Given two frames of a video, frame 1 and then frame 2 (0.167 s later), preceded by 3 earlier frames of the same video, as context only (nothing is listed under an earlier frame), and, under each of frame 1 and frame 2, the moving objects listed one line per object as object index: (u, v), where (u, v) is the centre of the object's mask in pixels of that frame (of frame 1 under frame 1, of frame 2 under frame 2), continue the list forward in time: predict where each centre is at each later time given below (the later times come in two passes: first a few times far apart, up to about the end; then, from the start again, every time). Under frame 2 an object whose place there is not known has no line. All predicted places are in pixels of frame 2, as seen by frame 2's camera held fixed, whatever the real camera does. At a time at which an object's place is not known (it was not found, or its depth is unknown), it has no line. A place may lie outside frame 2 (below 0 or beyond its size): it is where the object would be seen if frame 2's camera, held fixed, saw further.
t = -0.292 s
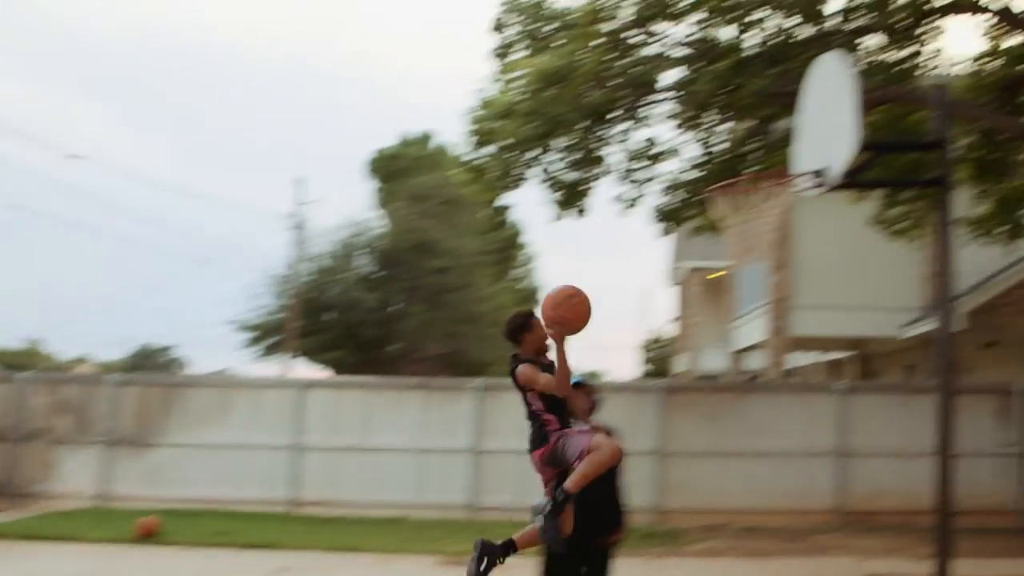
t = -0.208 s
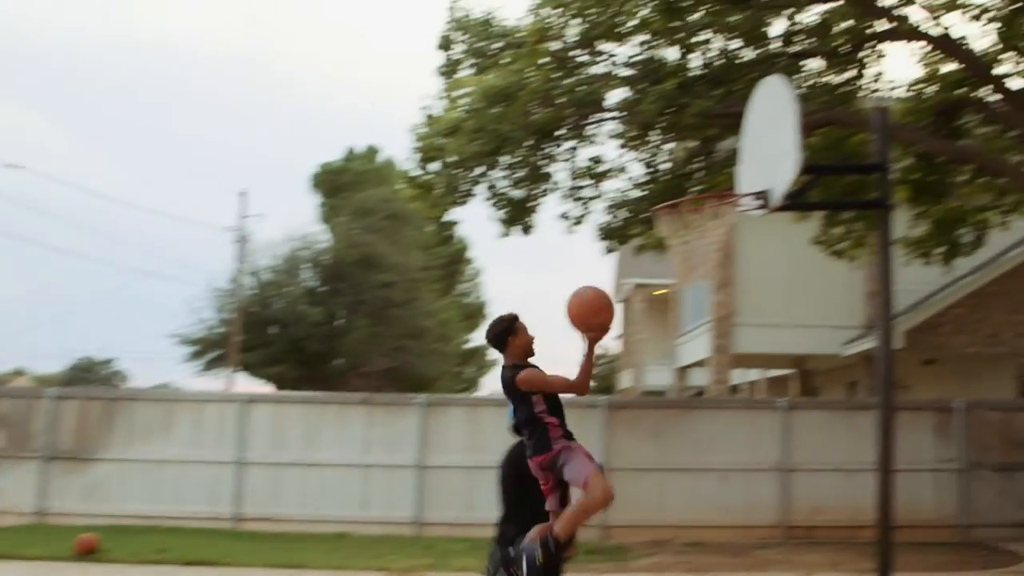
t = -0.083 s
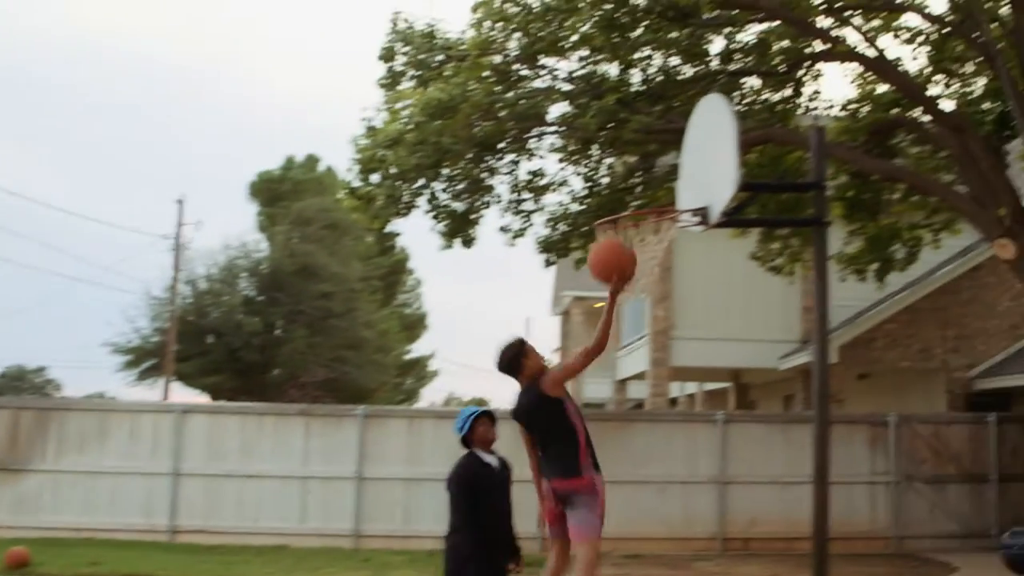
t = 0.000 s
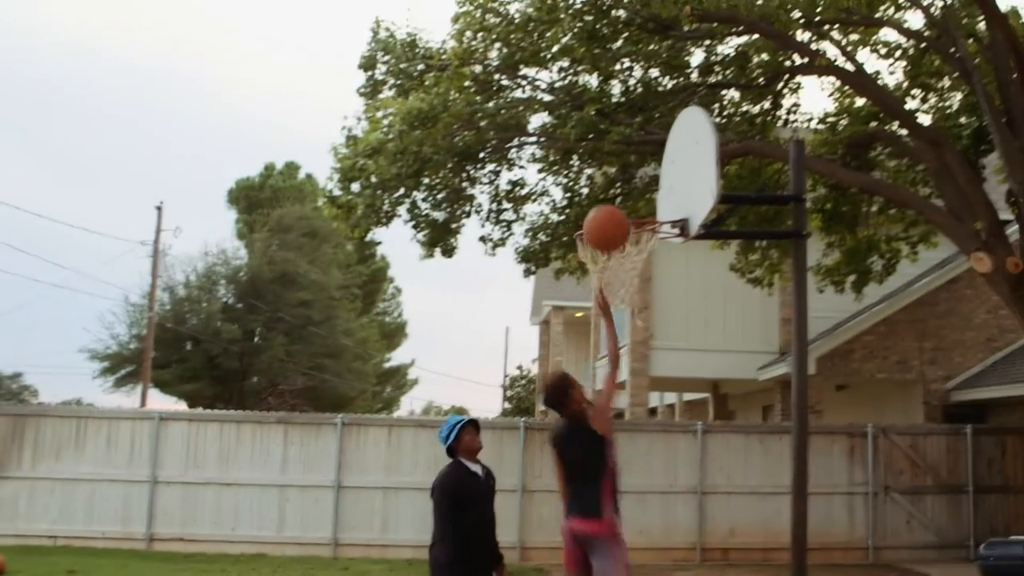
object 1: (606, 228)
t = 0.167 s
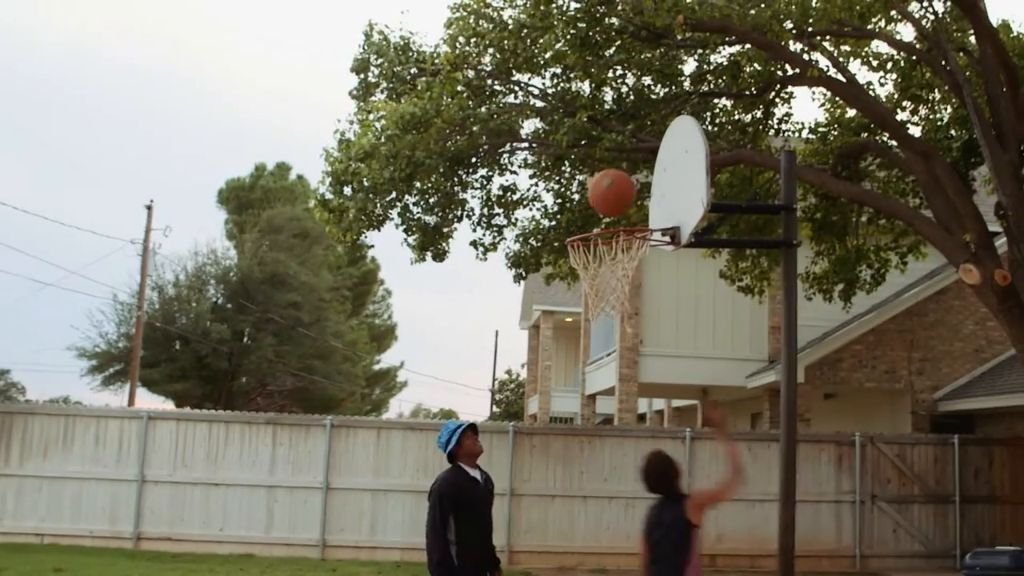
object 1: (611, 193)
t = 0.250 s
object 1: (616, 191)
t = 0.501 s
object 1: (634, 266)
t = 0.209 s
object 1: (613, 190)
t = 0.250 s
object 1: (616, 191)
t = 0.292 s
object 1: (619, 194)
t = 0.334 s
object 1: (623, 200)
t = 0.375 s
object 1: (626, 211)
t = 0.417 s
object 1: (628, 225)
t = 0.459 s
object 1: (630, 243)
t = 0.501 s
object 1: (634, 266)
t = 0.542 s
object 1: (636, 293)
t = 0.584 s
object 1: (637, 324)
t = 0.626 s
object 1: (639, 358)
